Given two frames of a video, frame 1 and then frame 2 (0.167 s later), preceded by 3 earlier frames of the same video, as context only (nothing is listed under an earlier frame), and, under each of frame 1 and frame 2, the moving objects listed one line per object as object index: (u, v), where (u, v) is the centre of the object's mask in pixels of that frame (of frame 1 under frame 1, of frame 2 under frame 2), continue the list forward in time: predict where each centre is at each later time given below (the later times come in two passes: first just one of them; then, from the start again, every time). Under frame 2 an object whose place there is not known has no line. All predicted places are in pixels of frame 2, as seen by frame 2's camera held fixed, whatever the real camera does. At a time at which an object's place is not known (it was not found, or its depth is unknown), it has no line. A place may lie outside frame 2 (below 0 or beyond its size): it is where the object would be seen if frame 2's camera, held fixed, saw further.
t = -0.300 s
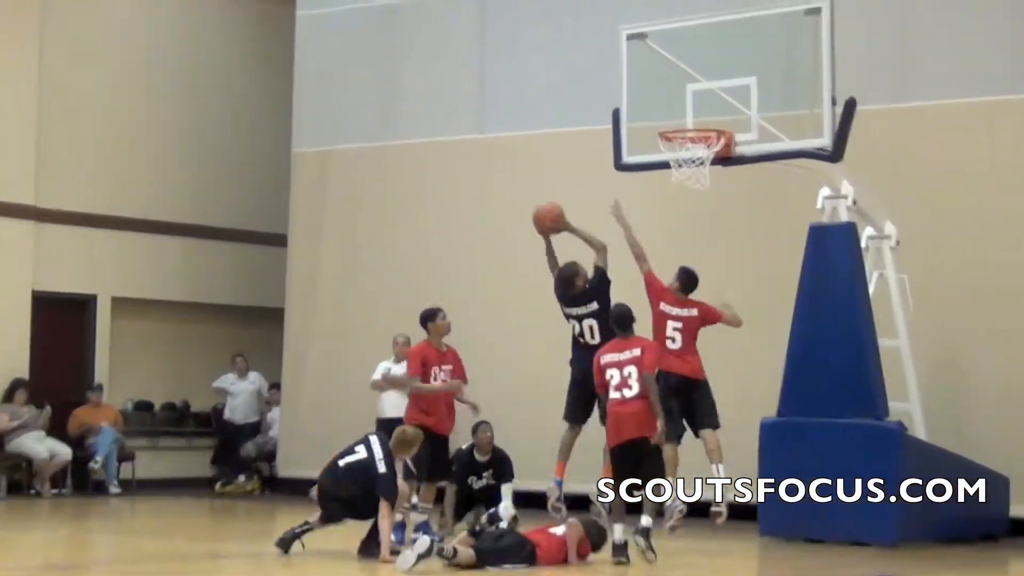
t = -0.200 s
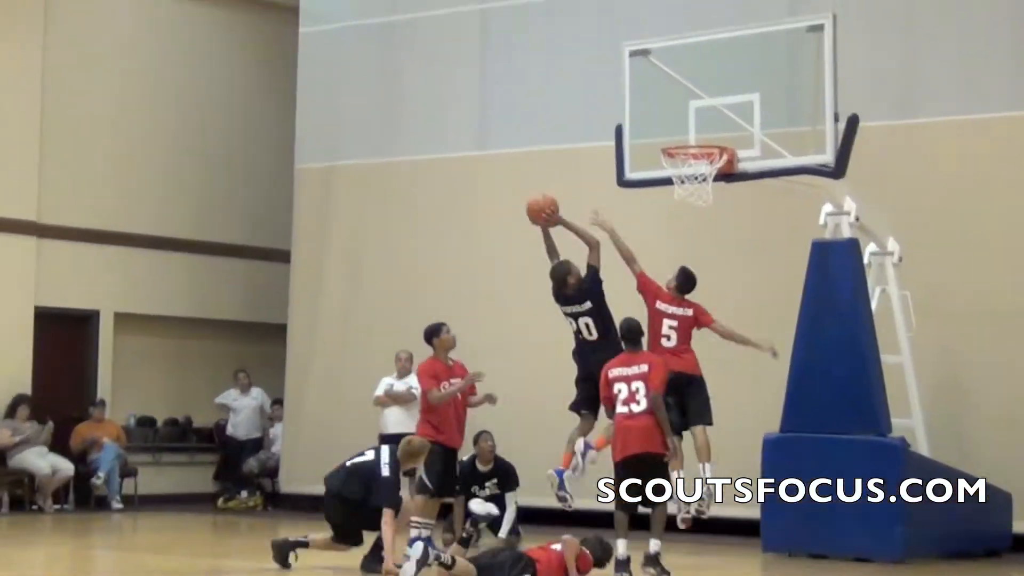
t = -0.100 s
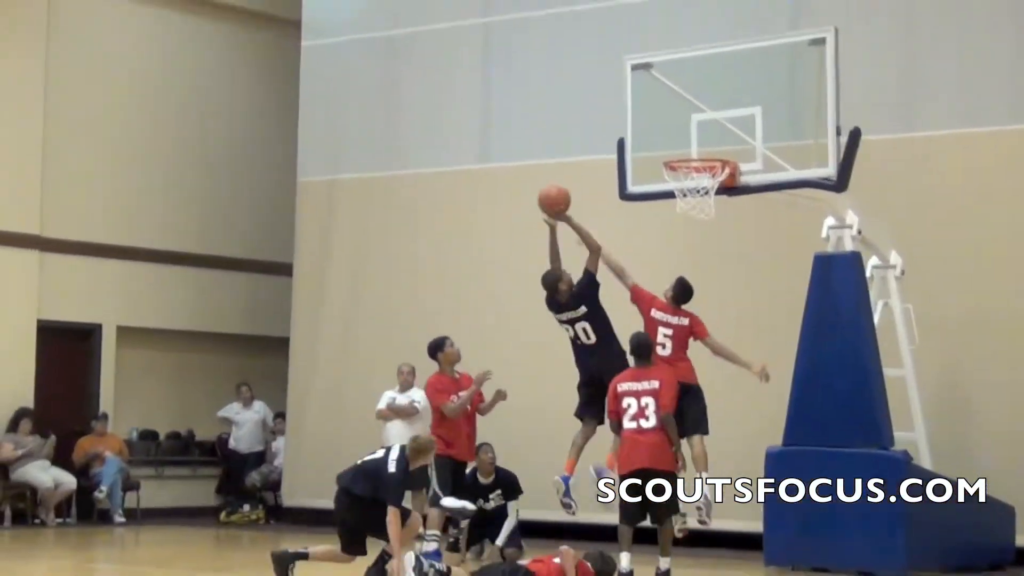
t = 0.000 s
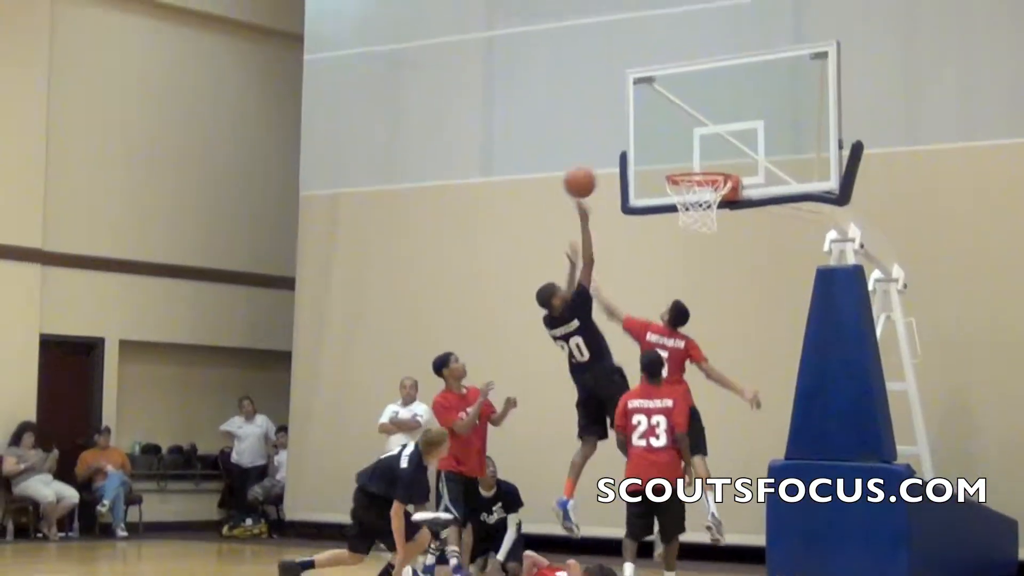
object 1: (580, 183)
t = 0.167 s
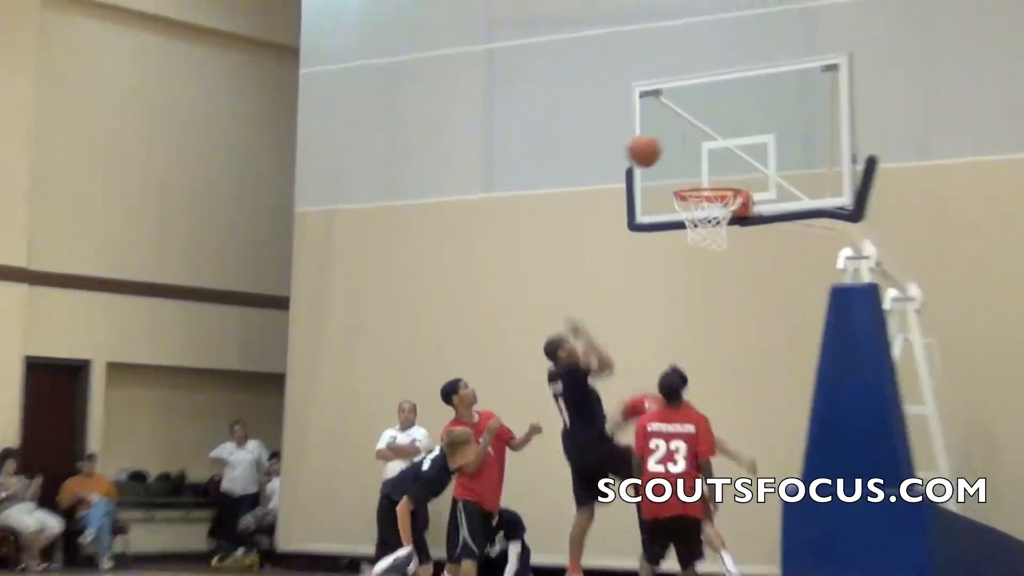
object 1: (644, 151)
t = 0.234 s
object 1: (667, 143)
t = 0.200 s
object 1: (656, 146)
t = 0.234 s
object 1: (667, 143)
